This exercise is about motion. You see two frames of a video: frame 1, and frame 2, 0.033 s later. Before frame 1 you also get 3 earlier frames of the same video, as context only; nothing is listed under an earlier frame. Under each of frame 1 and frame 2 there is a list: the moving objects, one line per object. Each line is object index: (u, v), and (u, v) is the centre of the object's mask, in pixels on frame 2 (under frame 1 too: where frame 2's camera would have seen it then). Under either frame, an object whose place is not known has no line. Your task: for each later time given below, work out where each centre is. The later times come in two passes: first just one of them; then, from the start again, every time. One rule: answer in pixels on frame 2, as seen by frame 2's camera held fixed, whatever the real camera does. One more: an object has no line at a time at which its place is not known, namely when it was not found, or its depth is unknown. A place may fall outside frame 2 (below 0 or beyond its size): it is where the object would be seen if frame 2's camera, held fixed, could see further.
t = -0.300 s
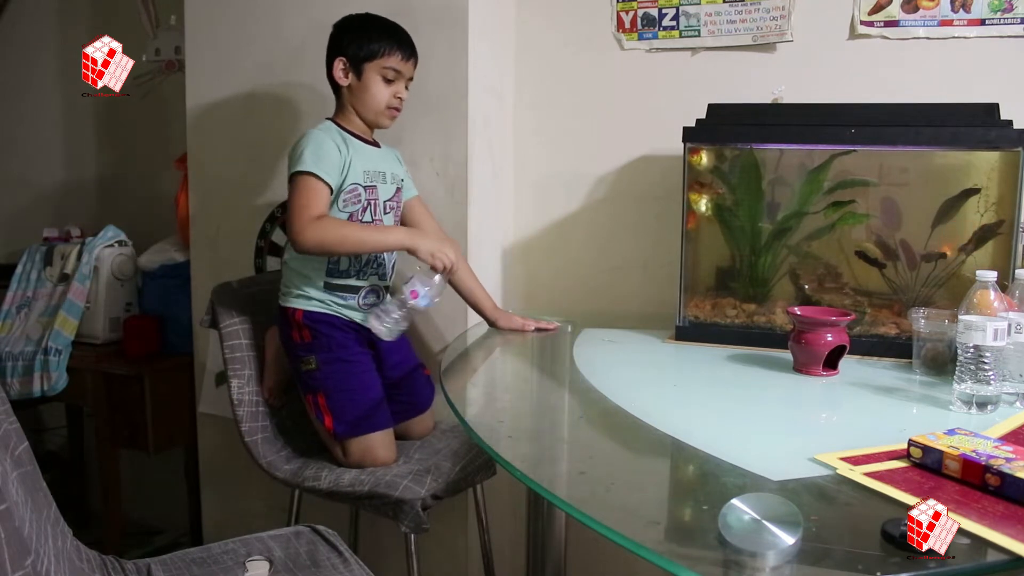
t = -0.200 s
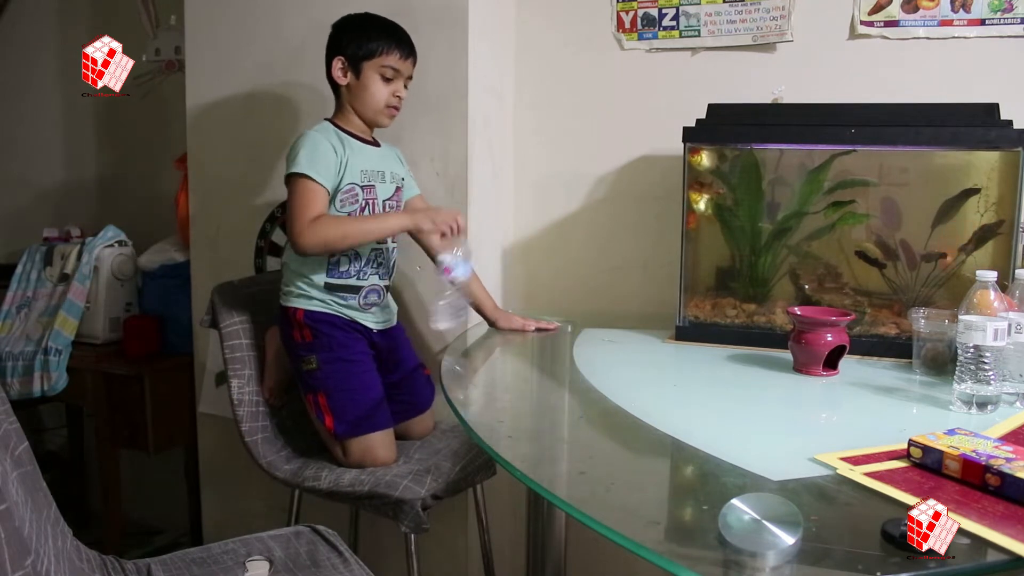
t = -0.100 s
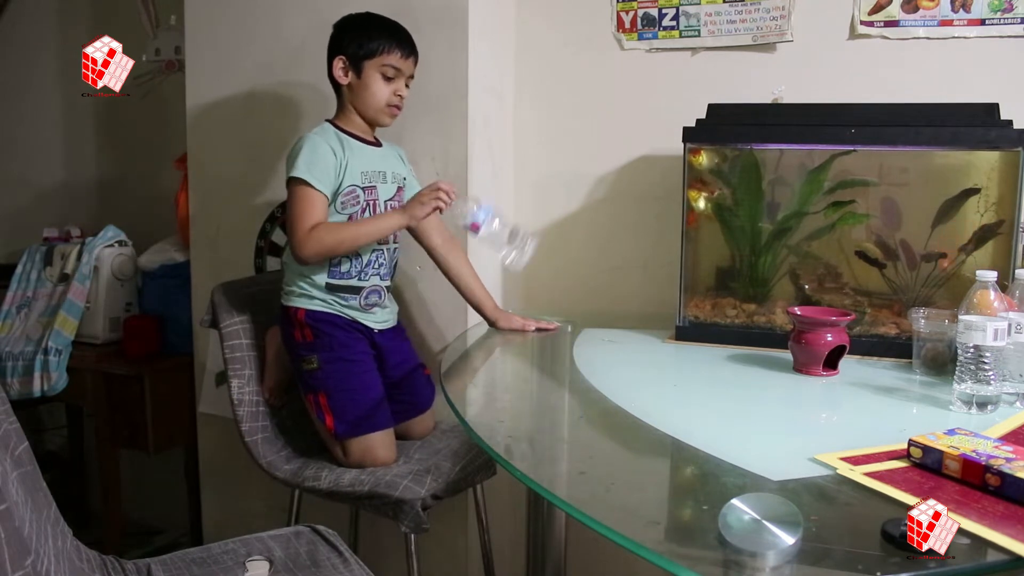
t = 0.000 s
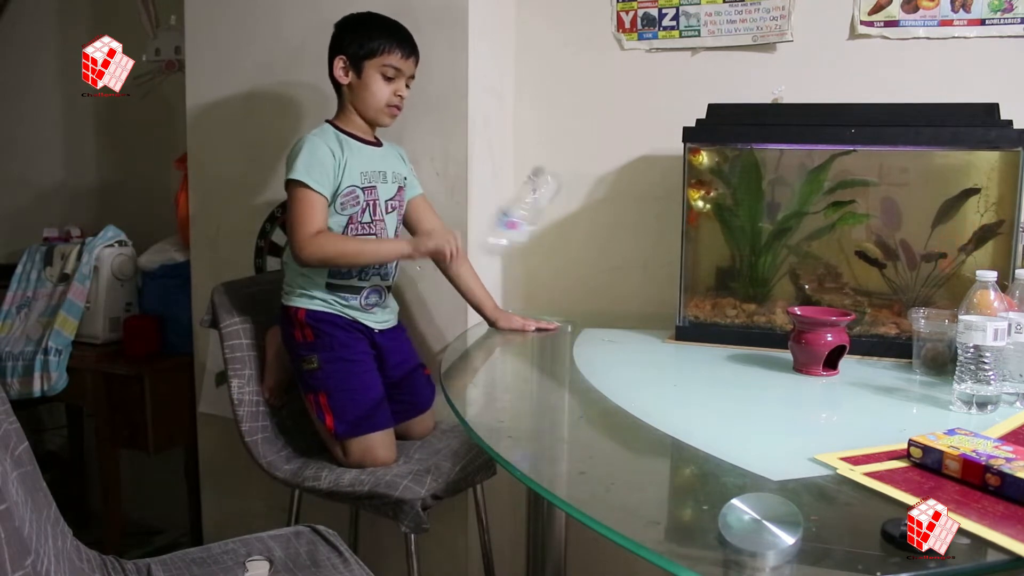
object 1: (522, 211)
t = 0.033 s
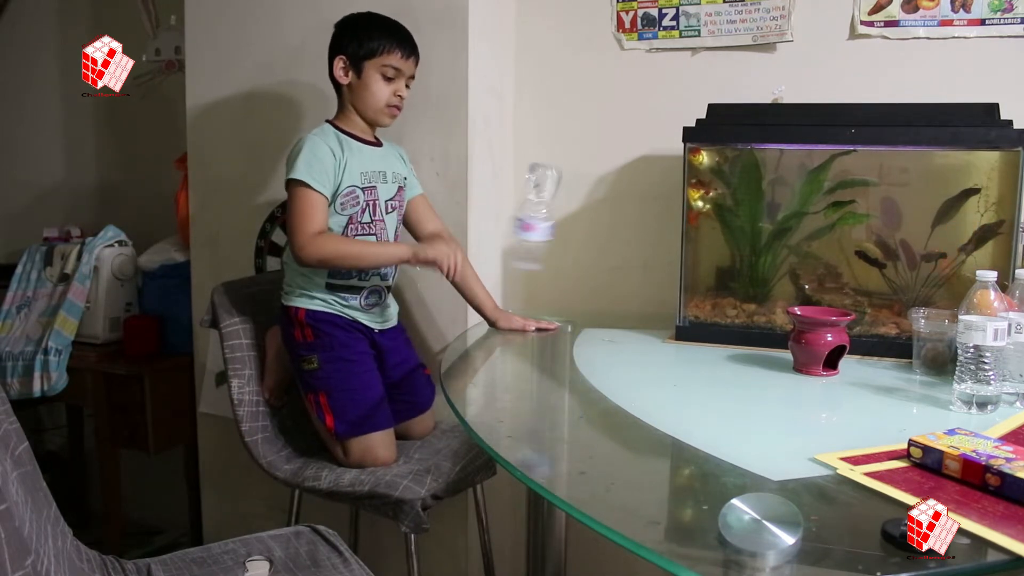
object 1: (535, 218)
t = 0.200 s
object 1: (576, 225)
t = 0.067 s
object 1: (562, 211)
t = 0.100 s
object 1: (578, 201)
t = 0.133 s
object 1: (581, 198)
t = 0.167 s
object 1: (580, 202)
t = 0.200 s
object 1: (576, 225)
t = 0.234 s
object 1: (575, 242)
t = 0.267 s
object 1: (575, 284)
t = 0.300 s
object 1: (577, 301)
